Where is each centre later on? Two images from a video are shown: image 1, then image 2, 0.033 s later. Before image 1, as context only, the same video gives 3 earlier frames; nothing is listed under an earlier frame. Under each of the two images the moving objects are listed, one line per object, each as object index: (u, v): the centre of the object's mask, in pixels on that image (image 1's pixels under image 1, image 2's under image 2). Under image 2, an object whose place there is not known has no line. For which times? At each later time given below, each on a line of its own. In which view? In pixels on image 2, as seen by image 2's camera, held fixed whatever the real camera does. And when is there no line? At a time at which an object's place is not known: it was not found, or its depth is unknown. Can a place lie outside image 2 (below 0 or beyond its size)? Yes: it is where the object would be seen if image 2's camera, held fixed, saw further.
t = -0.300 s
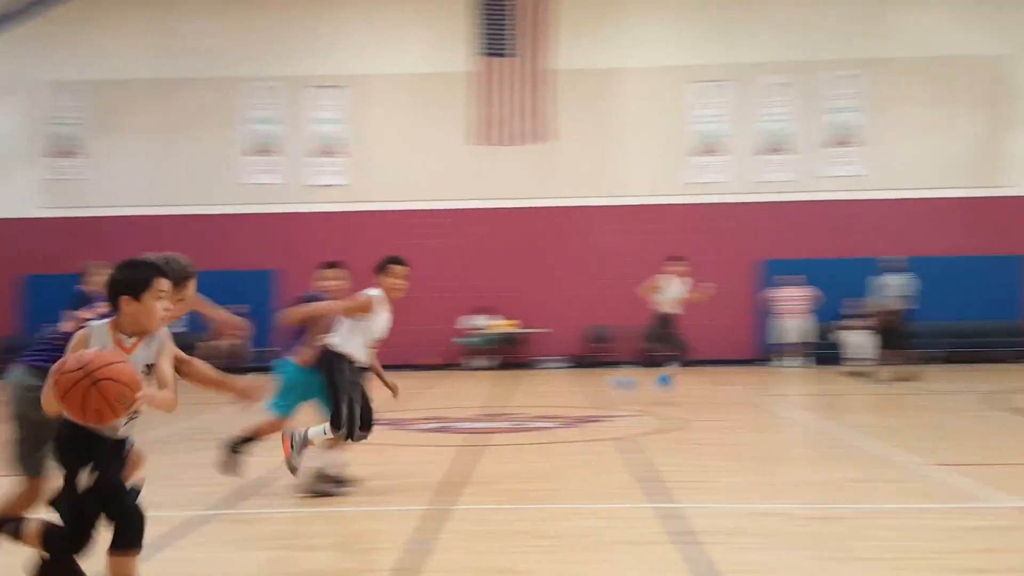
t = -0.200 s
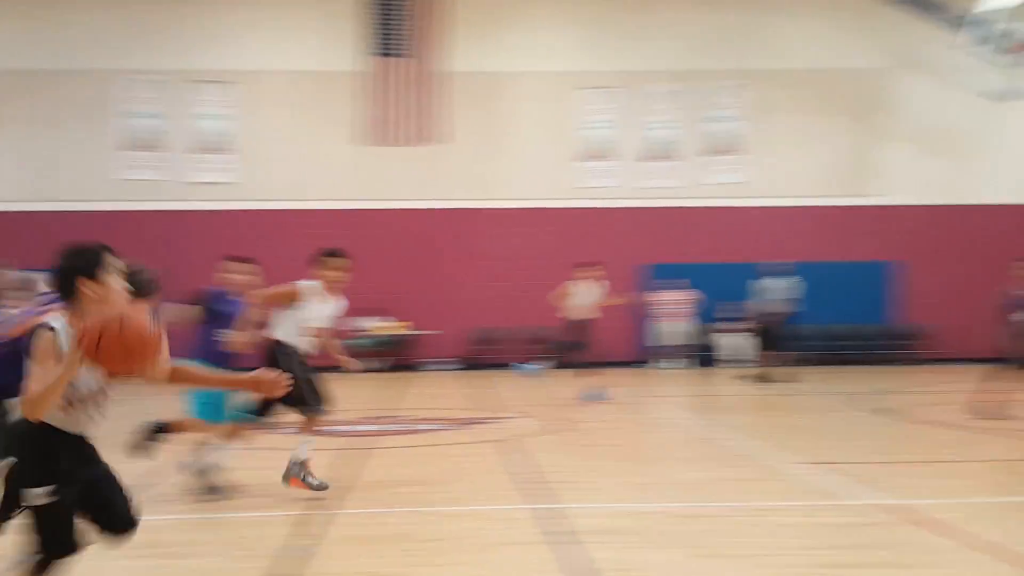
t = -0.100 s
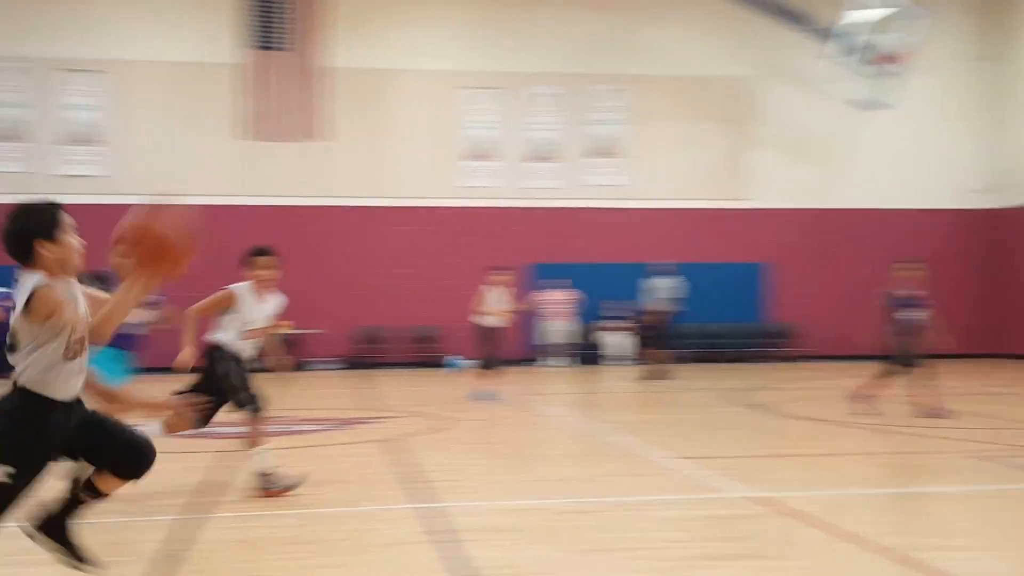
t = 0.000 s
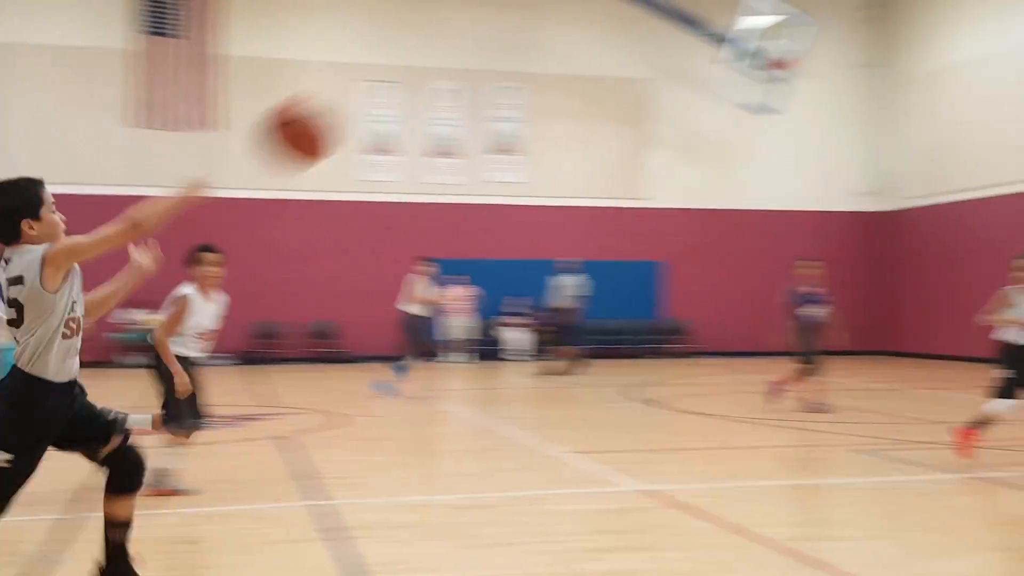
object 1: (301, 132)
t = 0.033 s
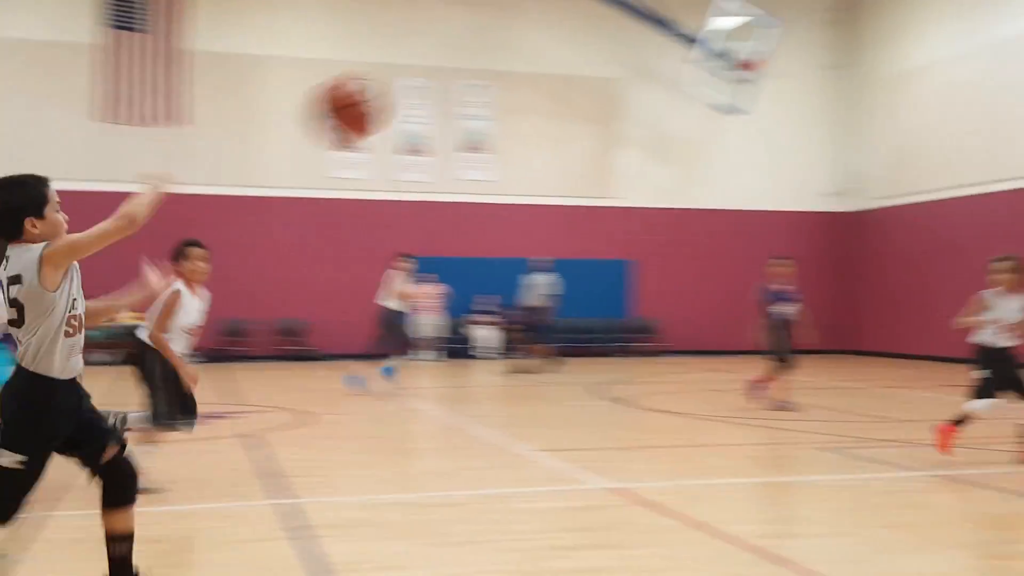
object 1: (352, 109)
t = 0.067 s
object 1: (428, 91)
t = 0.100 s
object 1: (494, 80)
